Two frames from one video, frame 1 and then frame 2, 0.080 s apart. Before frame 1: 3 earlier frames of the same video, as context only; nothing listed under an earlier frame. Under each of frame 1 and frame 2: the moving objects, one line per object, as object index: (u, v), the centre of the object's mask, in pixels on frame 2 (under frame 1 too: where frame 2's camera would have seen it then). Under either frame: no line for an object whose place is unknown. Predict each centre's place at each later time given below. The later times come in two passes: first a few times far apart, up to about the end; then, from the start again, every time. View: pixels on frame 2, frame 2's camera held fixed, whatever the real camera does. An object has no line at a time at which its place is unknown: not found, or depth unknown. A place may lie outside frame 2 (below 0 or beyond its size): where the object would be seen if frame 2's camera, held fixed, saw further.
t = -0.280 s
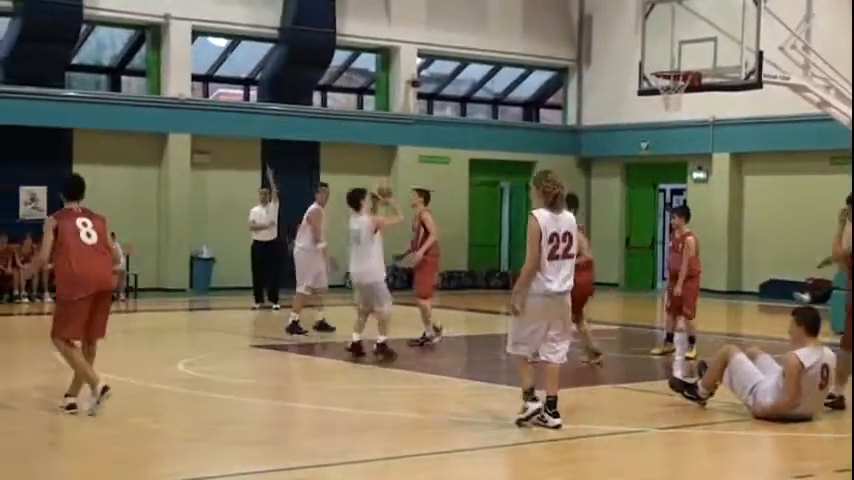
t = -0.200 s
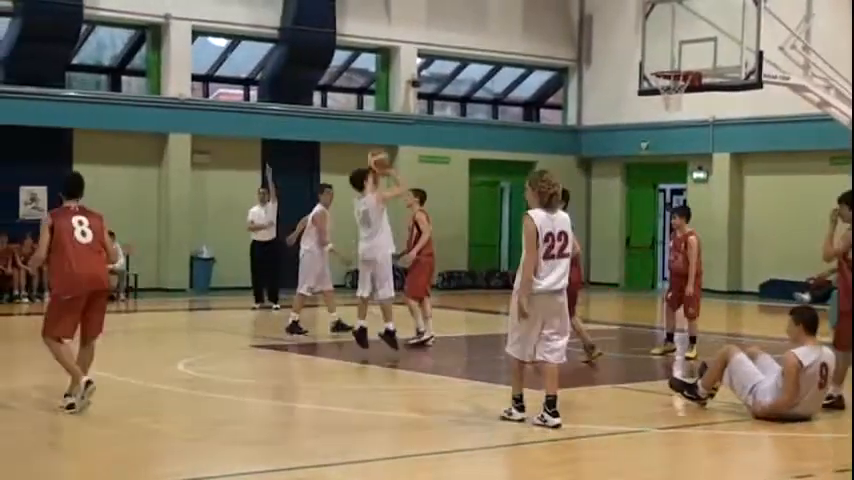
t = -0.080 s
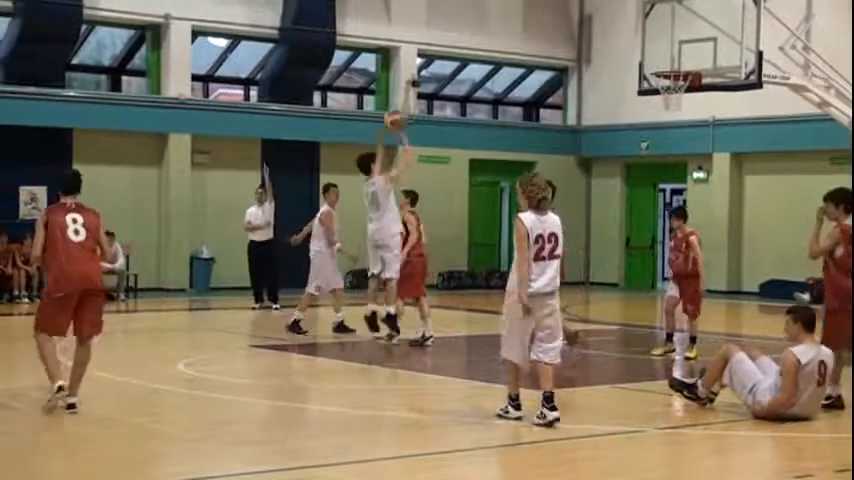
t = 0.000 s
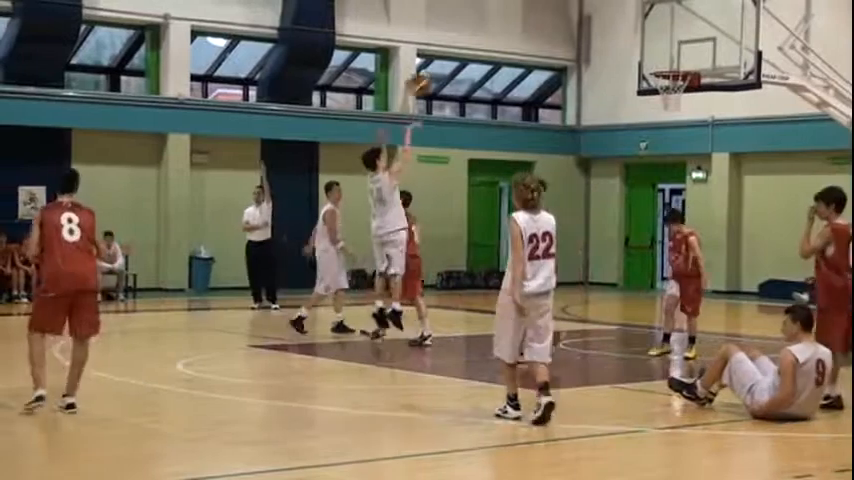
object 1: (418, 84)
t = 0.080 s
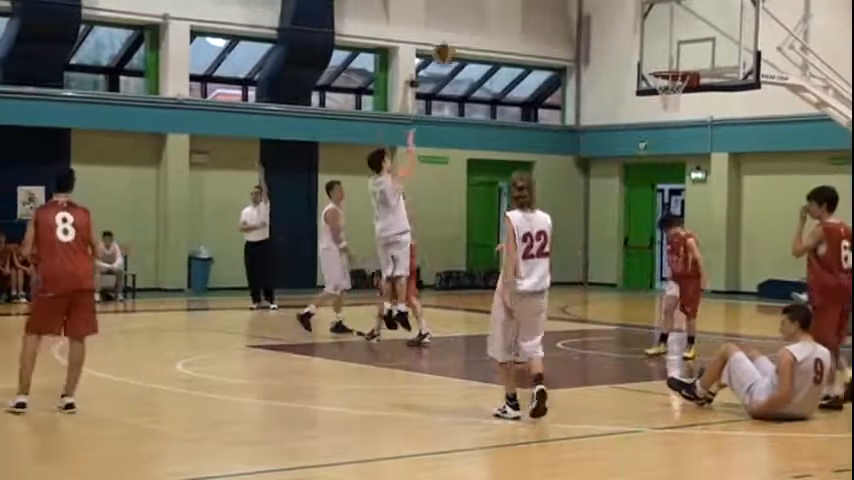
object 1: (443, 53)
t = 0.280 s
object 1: (507, 9)
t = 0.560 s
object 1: (587, 7)
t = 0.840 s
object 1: (652, 59)
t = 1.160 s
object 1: (662, 49)
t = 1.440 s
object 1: (680, 76)
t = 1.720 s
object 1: (664, 117)
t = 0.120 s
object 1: (456, 42)
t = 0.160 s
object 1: (469, 30)
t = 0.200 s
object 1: (482, 21)
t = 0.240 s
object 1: (494, 13)
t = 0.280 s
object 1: (507, 9)
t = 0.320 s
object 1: (519, 6)
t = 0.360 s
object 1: (531, 4)
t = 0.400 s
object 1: (543, 3)
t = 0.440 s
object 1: (552, 3)
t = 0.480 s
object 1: (563, 4)
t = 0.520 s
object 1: (574, 6)
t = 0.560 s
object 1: (587, 7)
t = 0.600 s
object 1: (598, 12)
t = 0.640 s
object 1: (607, 19)
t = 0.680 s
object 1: (618, 27)
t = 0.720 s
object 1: (628, 36)
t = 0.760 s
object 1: (638, 47)
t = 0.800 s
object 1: (649, 60)
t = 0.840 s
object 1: (652, 59)
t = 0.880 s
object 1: (654, 53)
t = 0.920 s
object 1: (655, 48)
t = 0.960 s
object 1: (656, 45)
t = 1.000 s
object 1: (658, 43)
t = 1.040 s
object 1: (659, 42)
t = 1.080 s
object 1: (659, 43)
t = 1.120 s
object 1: (661, 45)
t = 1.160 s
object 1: (662, 49)
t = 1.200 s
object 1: (663, 54)
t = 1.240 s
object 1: (665, 61)
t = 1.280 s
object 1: (666, 64)
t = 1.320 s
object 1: (670, 65)
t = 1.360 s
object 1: (673, 67)
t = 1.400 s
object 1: (677, 70)
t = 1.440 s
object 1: (680, 76)
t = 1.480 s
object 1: (677, 78)
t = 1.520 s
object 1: (681, 78)
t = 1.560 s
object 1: (673, 101)
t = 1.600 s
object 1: (672, 101)
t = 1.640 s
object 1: (669, 105)
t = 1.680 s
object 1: (666, 112)
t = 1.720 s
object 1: (664, 117)
